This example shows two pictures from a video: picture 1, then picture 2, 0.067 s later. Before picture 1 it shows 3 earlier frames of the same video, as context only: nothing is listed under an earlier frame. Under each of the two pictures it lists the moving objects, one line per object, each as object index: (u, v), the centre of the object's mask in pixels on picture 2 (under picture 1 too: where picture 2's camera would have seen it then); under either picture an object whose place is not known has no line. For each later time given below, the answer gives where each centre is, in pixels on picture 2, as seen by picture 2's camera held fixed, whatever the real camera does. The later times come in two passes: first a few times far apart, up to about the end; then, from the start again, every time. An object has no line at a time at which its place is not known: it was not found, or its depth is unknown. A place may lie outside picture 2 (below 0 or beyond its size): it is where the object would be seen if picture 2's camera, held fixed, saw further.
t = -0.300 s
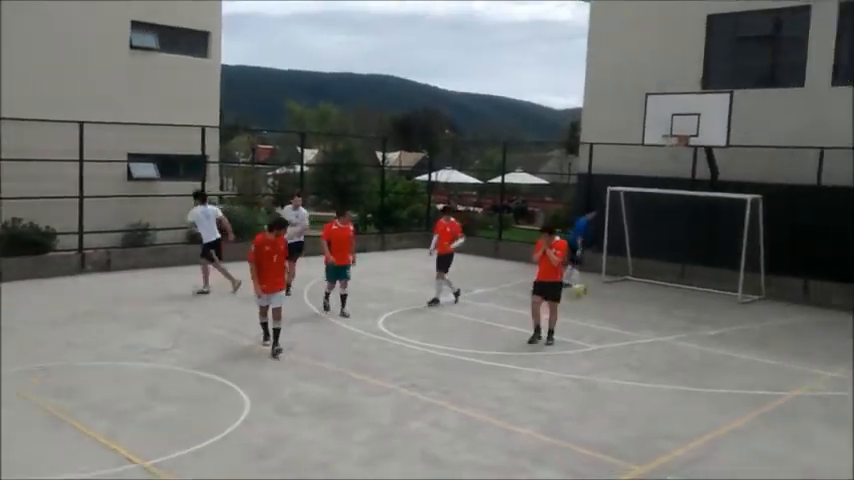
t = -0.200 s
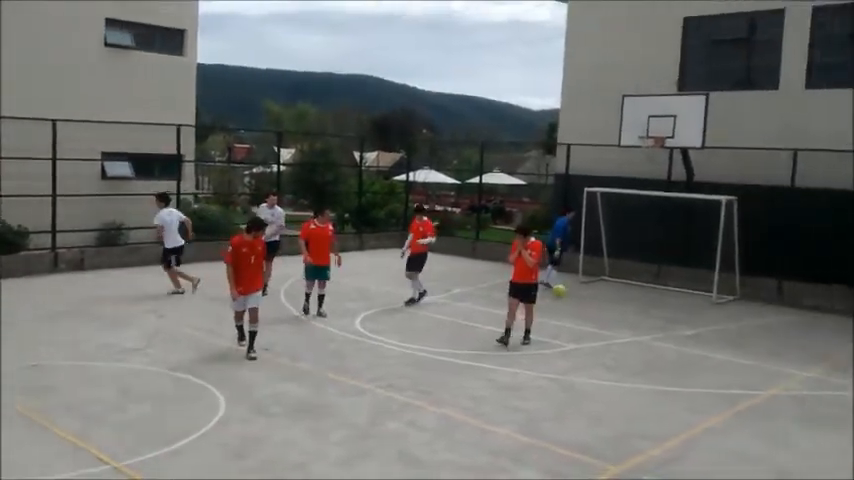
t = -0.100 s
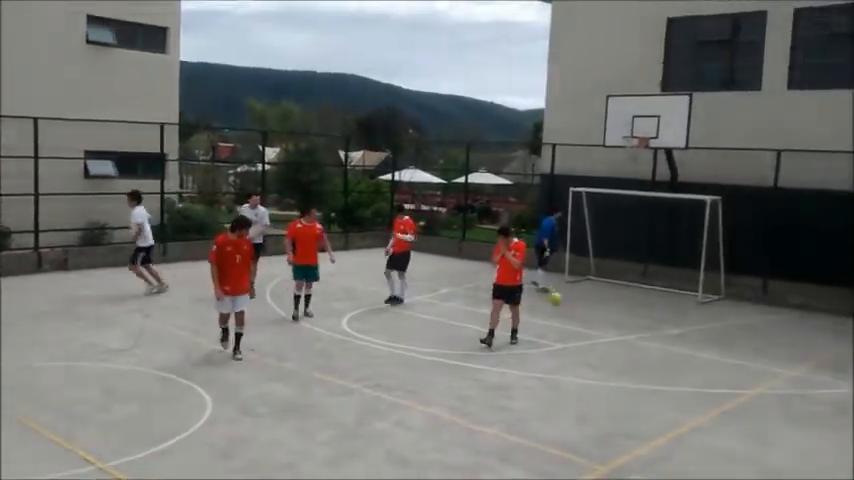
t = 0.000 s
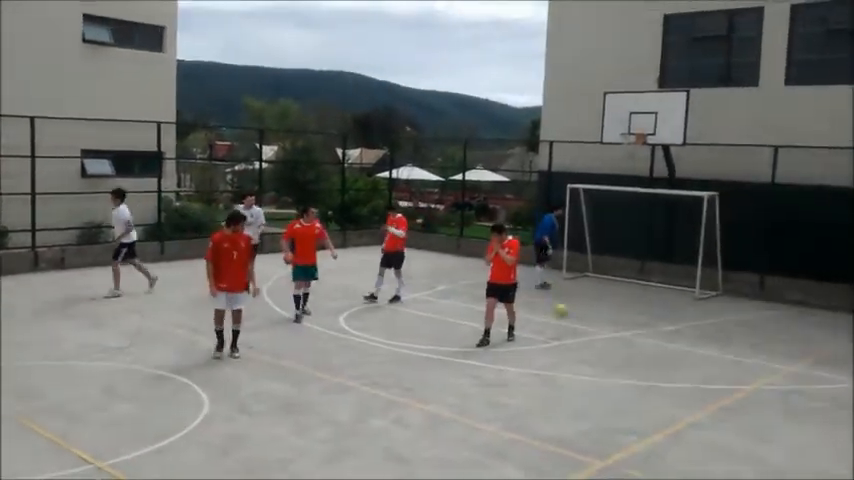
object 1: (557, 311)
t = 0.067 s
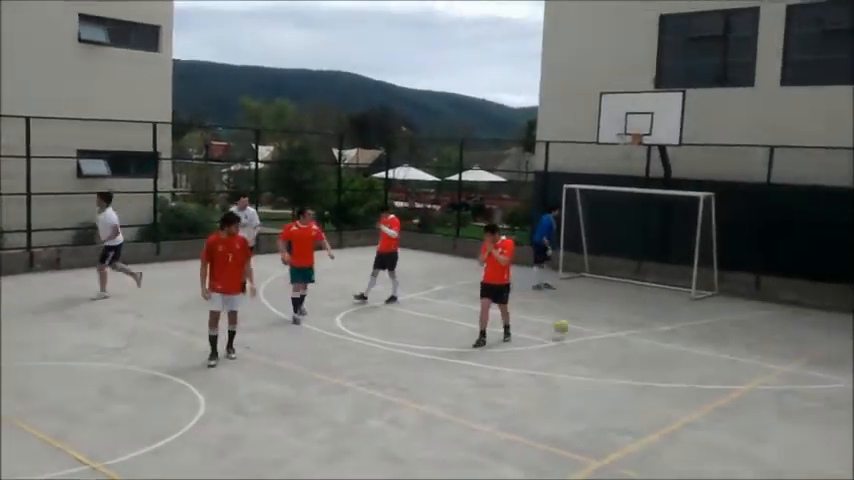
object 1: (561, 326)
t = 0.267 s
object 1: (572, 326)
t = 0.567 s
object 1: (588, 338)
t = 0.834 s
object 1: (605, 344)
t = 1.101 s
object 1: (622, 349)
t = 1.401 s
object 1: (645, 355)
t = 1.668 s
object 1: (663, 359)
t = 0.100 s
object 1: (563, 329)
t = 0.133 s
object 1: (565, 330)
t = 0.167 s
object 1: (566, 329)
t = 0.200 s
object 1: (570, 326)
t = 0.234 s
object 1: (572, 326)
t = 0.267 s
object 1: (572, 326)
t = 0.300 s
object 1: (574, 326)
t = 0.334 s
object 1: (576, 326)
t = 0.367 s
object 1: (578, 329)
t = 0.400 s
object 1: (579, 331)
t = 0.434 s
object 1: (580, 335)
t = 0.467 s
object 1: (583, 338)
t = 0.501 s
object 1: (586, 338)
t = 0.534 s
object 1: (586, 340)
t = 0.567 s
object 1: (588, 338)
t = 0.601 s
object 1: (590, 339)
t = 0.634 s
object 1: (593, 341)
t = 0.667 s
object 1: (595, 342)
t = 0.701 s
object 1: (597, 343)
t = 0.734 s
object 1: (599, 343)
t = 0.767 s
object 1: (601, 344)
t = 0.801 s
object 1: (602, 344)
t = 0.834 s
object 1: (605, 344)
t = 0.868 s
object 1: (606, 344)
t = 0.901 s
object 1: (609, 346)
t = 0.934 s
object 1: (610, 346)
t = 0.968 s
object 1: (612, 346)
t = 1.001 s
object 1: (616, 348)
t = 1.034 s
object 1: (618, 348)
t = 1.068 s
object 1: (620, 349)
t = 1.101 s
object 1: (622, 349)
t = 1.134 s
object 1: (624, 349)
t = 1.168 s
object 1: (626, 350)
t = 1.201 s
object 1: (628, 351)
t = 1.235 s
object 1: (631, 351)
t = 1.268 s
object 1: (633, 352)
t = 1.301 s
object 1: (635, 352)
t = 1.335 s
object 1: (638, 354)
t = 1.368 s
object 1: (641, 354)
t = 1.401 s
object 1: (645, 355)
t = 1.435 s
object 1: (647, 356)
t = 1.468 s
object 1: (650, 356)
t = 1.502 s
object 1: (652, 357)
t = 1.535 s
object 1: (654, 358)
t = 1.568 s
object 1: (656, 358)
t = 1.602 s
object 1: (658, 359)
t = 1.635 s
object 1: (661, 359)
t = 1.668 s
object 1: (663, 359)
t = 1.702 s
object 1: (667, 360)
